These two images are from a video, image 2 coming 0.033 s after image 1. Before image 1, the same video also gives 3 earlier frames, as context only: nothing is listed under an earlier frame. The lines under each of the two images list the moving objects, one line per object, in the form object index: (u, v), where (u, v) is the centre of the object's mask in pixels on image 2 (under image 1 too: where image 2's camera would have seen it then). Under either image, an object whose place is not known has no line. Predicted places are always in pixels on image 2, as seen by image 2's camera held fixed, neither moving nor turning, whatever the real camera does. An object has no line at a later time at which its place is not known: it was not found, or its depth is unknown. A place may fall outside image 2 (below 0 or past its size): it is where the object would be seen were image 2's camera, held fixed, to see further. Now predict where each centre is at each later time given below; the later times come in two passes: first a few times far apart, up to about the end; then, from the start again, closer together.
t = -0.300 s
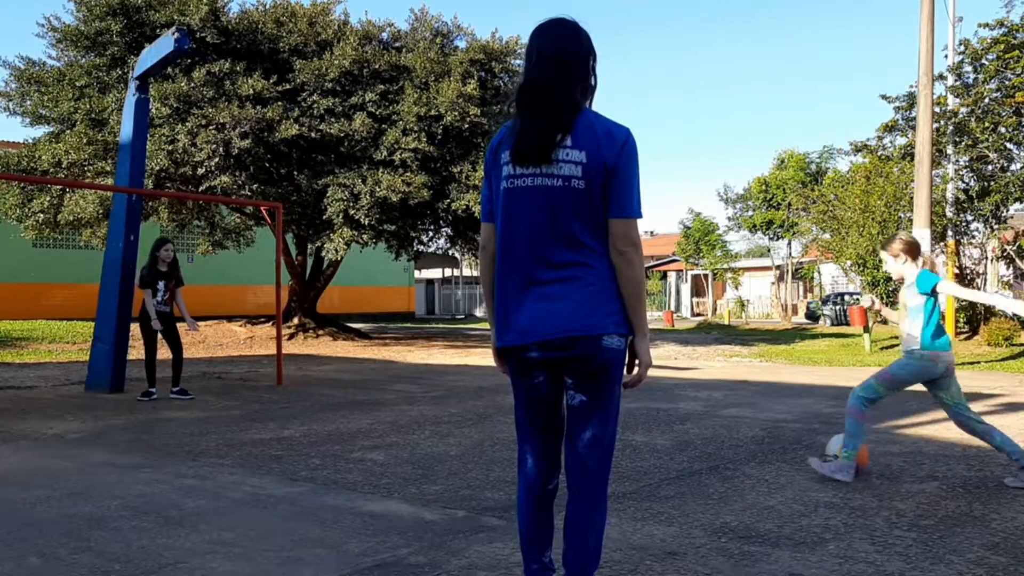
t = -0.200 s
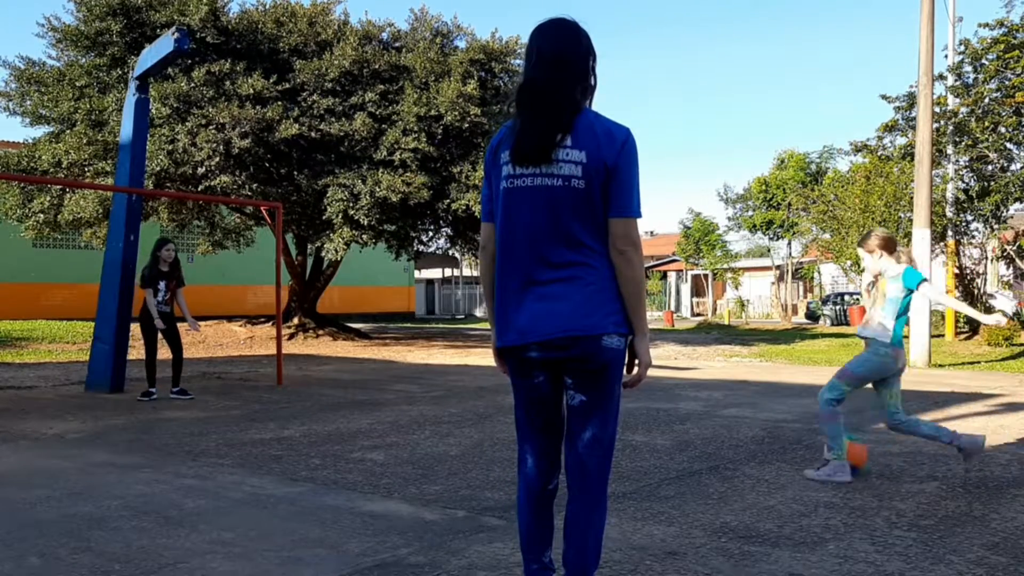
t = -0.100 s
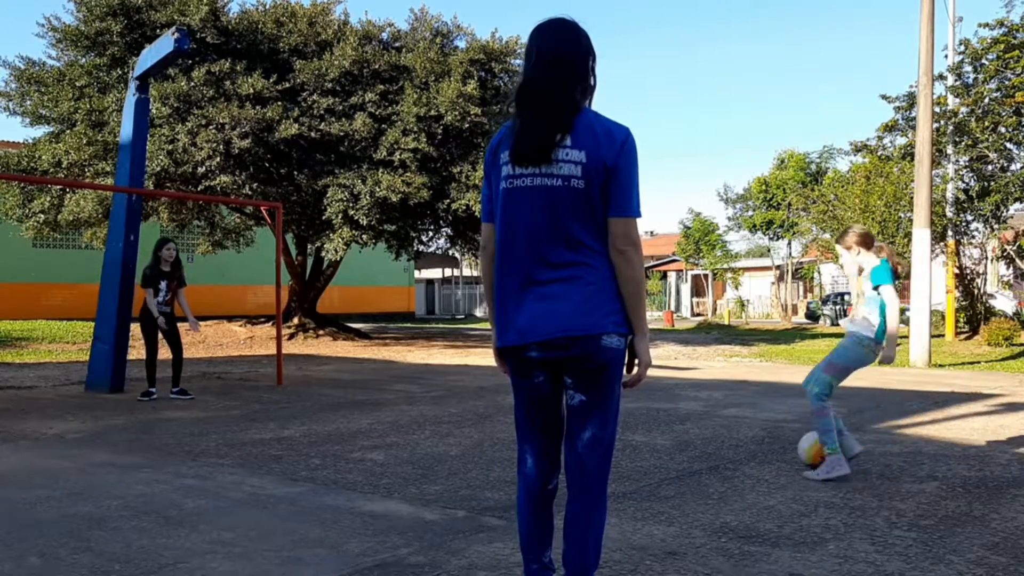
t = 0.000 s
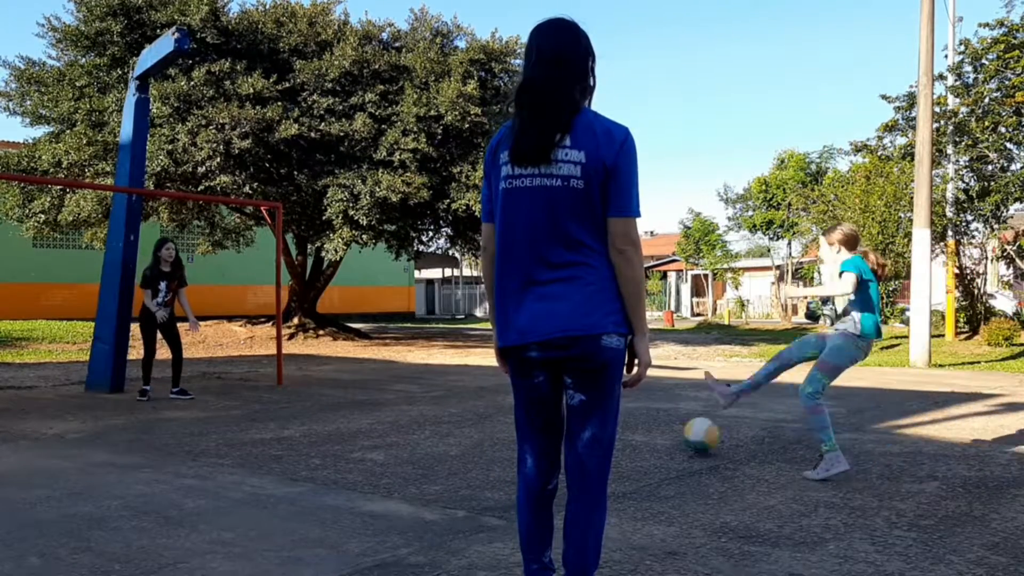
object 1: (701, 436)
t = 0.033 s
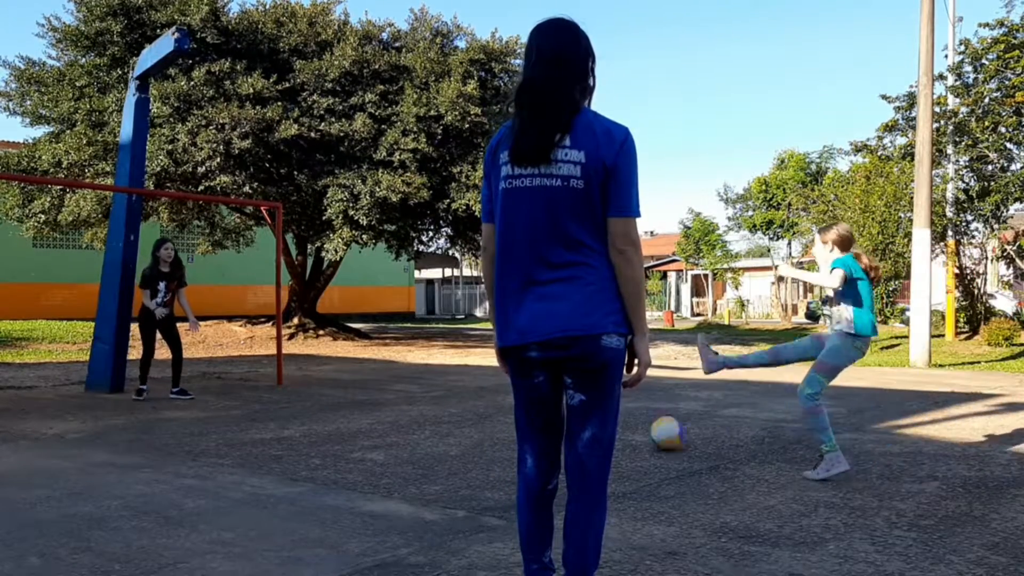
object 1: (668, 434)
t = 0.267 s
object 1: (509, 416)
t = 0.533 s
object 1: (431, 404)
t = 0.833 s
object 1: (363, 396)
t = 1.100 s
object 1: (311, 391)
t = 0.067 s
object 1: (639, 429)
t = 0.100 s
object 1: (623, 426)
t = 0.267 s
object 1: (509, 416)
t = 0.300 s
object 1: (502, 411)
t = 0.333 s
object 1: (491, 409)
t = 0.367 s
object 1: (479, 407)
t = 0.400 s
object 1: (468, 407)
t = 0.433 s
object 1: (457, 408)
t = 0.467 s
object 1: (448, 407)
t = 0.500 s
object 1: (439, 404)
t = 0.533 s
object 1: (431, 404)
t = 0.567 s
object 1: (423, 405)
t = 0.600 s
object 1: (415, 404)
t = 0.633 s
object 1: (408, 403)
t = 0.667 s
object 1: (400, 402)
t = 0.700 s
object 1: (391, 401)
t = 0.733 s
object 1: (384, 401)
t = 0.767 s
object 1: (378, 399)
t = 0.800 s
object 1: (370, 397)
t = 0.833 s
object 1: (363, 396)
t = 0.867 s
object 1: (356, 396)
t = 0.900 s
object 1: (348, 396)
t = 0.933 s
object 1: (341, 395)
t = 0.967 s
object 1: (336, 394)
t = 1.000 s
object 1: (330, 392)
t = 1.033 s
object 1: (323, 392)
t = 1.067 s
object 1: (317, 391)
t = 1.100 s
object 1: (311, 391)
